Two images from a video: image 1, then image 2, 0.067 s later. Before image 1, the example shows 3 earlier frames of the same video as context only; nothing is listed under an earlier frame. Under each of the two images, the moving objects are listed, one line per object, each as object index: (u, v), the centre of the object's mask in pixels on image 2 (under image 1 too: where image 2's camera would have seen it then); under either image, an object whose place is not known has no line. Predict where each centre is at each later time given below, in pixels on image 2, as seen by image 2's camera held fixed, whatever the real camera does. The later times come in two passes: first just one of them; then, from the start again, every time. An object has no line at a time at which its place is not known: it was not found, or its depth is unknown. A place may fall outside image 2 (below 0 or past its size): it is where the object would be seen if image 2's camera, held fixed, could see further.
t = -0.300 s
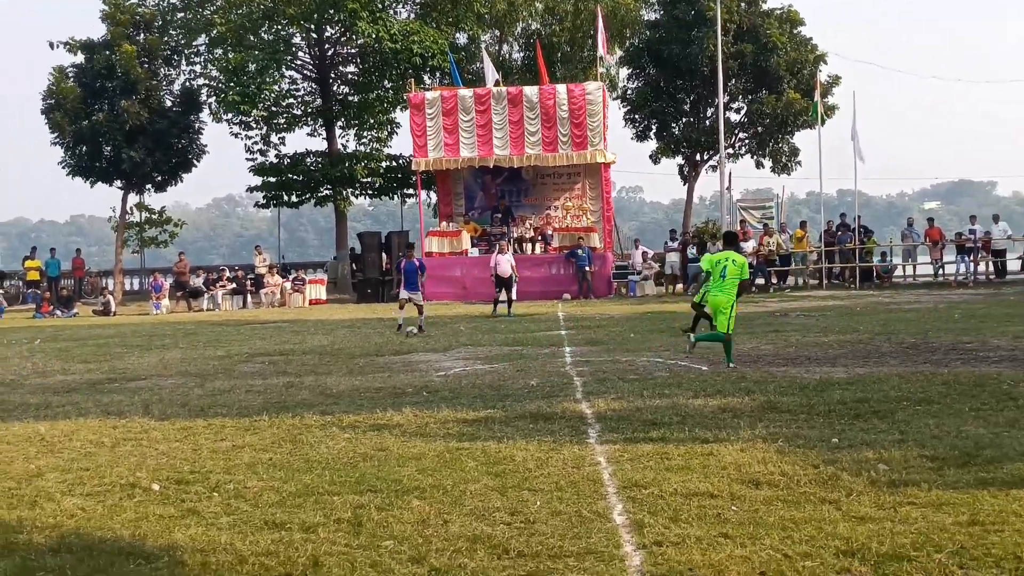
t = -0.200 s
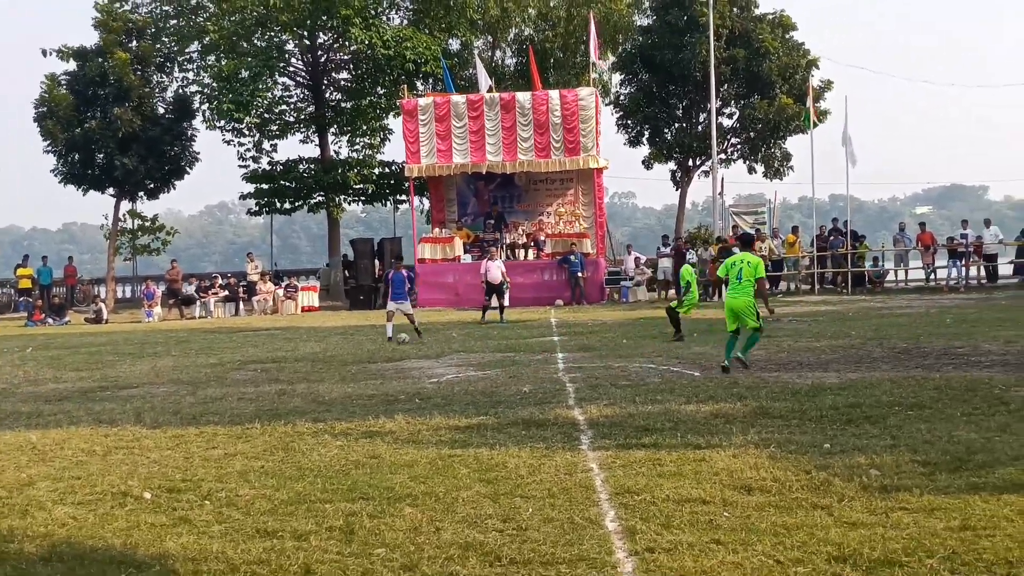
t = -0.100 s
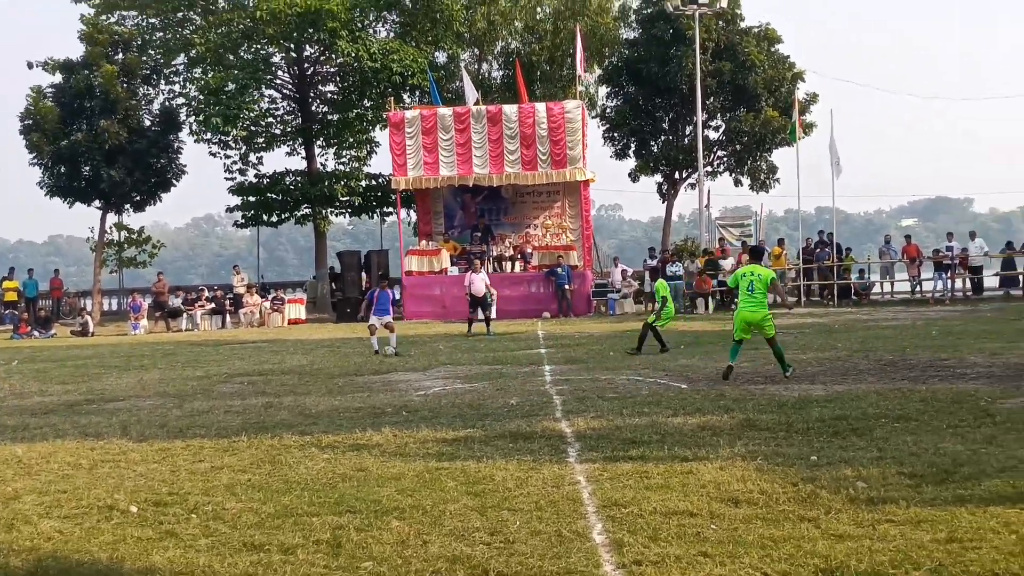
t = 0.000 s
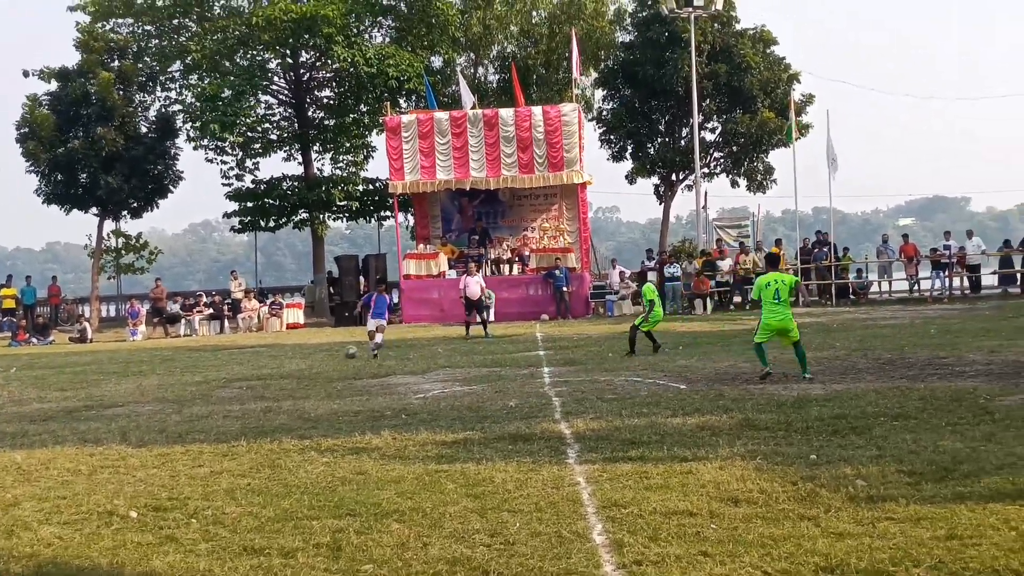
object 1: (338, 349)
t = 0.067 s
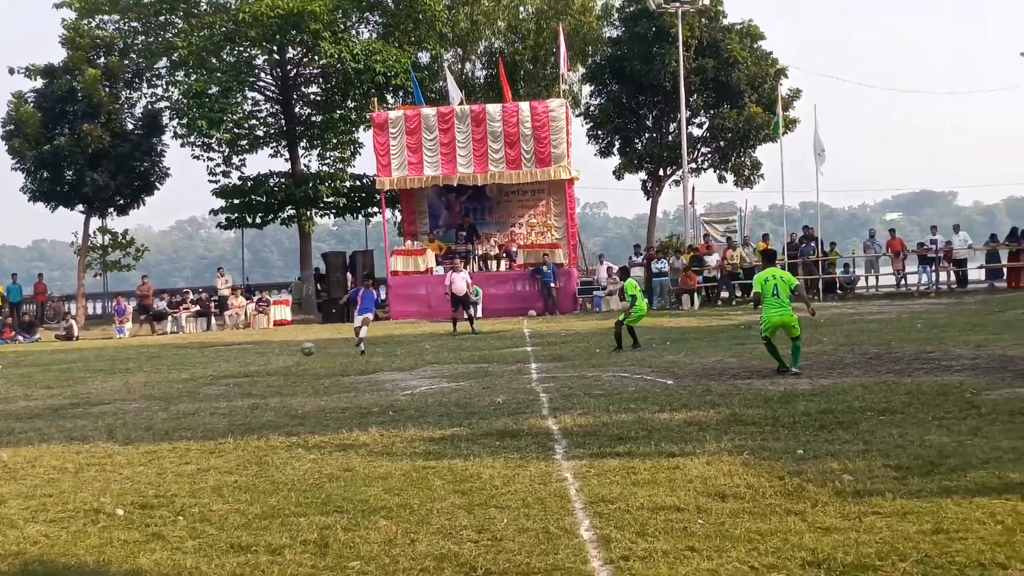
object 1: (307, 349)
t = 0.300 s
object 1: (187, 377)
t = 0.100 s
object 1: (291, 350)
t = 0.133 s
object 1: (275, 353)
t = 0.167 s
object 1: (258, 356)
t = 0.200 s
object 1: (240, 360)
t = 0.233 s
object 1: (223, 366)
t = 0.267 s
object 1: (205, 372)
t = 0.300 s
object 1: (187, 377)
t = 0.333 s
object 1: (174, 374)
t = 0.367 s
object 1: (161, 369)
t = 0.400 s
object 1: (146, 366)
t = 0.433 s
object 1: (132, 364)
